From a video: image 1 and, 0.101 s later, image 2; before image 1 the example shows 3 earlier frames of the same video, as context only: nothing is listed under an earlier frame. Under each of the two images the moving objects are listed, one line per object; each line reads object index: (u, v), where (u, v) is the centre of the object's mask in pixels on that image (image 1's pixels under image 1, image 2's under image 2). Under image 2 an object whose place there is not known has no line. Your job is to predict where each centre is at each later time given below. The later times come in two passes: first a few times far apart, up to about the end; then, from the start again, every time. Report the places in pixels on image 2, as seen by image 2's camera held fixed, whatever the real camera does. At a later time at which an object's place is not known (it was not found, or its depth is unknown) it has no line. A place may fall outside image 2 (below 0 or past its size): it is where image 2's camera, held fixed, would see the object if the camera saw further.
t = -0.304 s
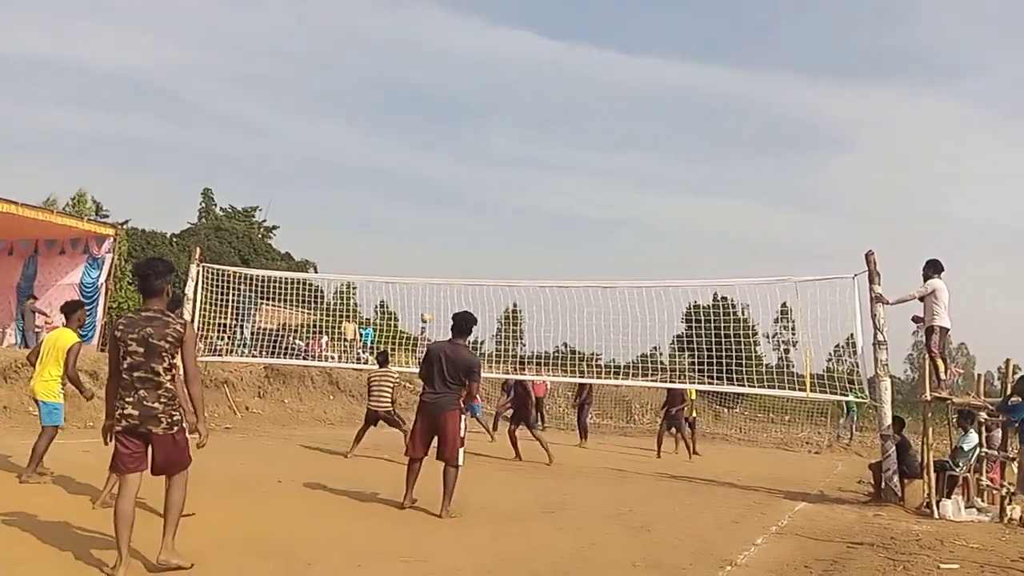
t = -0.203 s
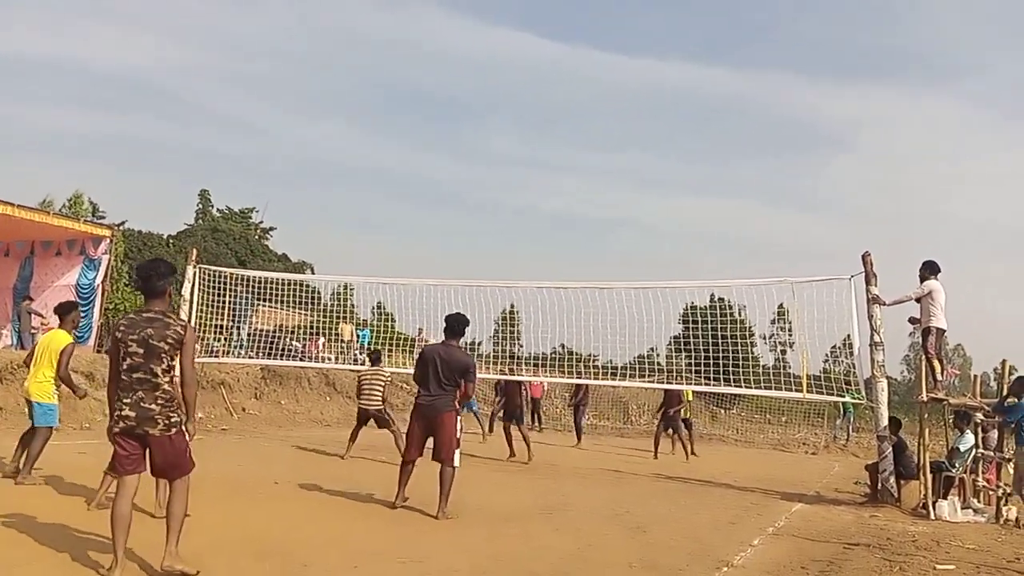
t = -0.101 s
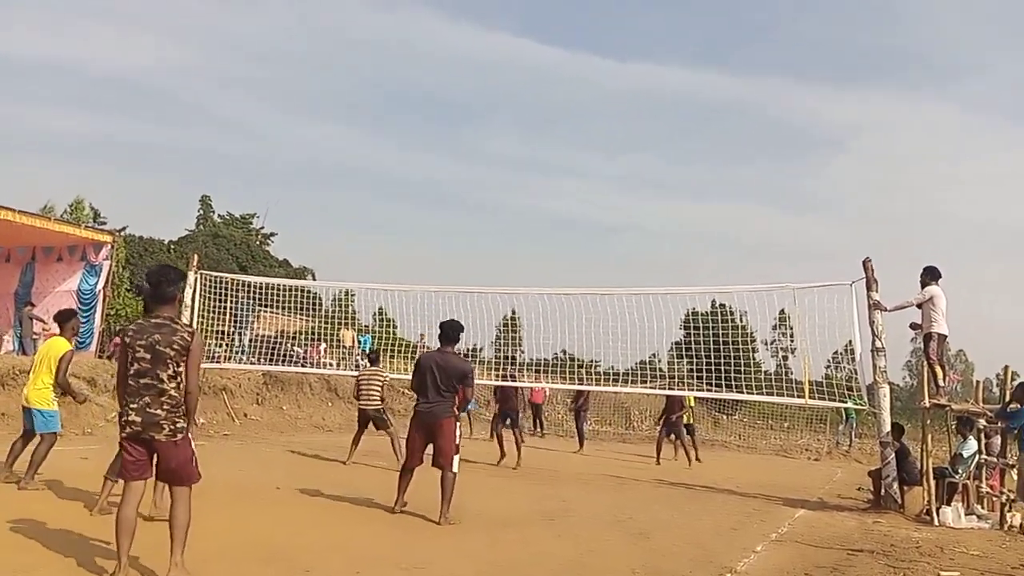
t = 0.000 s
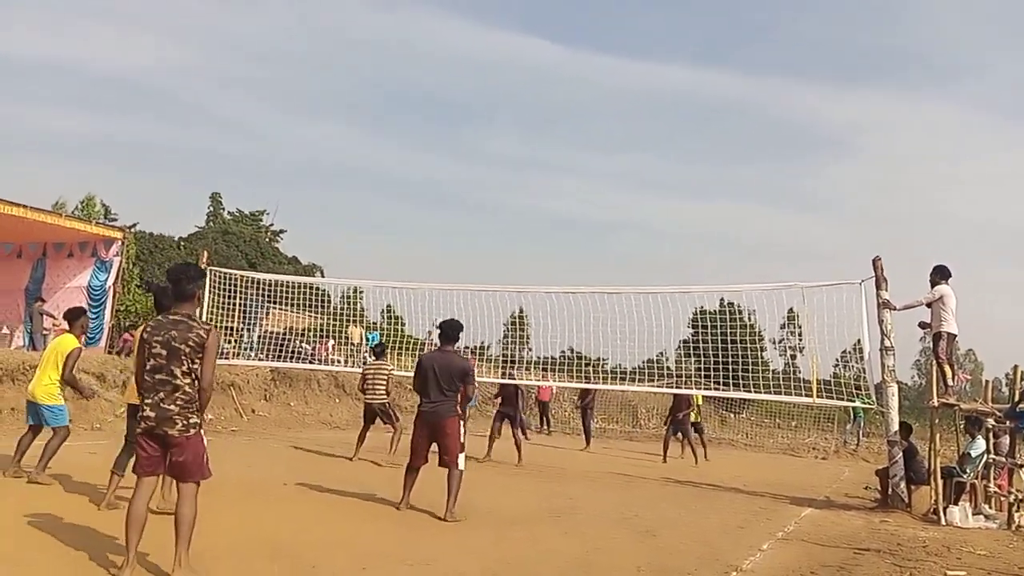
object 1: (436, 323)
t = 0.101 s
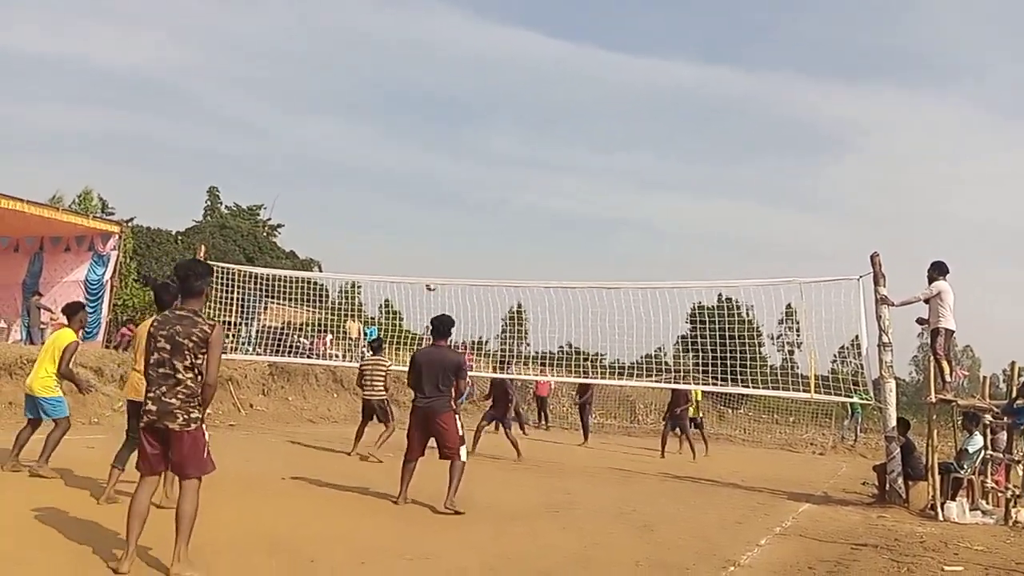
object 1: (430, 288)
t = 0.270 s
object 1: (419, 235)
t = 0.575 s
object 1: (391, 166)
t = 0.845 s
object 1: (347, 140)
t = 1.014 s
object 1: (302, 159)
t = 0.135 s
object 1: (429, 274)
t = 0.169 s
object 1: (427, 265)
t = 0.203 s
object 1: (424, 255)
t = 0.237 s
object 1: (422, 245)
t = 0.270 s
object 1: (419, 235)
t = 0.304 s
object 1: (417, 225)
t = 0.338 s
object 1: (415, 216)
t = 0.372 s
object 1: (412, 207)
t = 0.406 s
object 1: (408, 199)
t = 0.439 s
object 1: (406, 191)
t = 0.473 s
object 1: (402, 184)
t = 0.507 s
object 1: (398, 178)
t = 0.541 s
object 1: (394, 172)
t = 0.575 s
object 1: (391, 166)
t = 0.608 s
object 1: (386, 159)
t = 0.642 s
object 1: (380, 155)
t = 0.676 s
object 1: (375, 151)
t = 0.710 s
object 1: (369, 147)
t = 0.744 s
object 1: (365, 143)
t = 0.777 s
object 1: (360, 142)
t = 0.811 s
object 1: (353, 141)
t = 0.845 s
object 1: (347, 140)
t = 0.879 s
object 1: (340, 141)
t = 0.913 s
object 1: (331, 144)
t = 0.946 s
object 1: (321, 148)
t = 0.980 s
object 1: (312, 153)
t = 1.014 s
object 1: (302, 159)
